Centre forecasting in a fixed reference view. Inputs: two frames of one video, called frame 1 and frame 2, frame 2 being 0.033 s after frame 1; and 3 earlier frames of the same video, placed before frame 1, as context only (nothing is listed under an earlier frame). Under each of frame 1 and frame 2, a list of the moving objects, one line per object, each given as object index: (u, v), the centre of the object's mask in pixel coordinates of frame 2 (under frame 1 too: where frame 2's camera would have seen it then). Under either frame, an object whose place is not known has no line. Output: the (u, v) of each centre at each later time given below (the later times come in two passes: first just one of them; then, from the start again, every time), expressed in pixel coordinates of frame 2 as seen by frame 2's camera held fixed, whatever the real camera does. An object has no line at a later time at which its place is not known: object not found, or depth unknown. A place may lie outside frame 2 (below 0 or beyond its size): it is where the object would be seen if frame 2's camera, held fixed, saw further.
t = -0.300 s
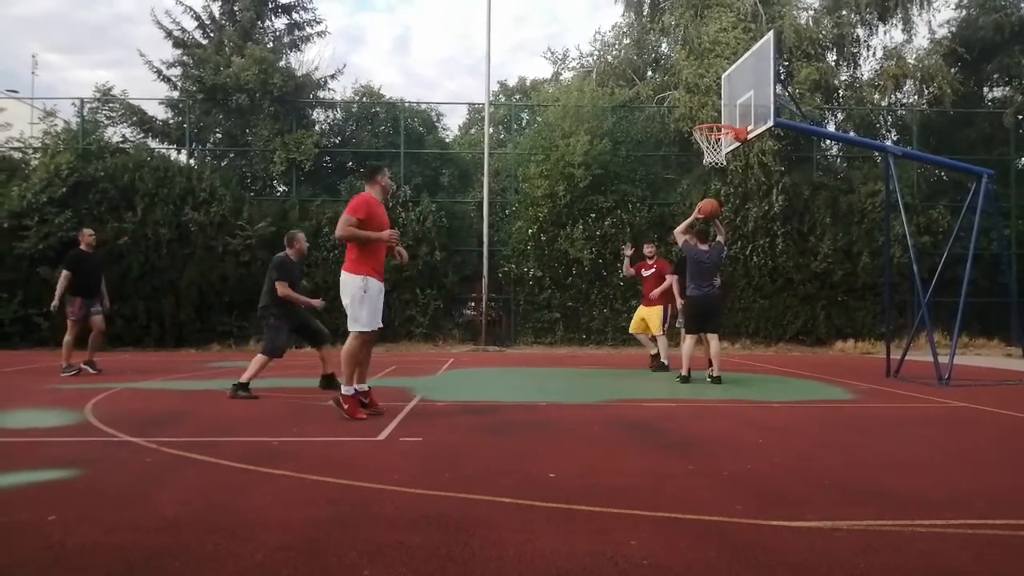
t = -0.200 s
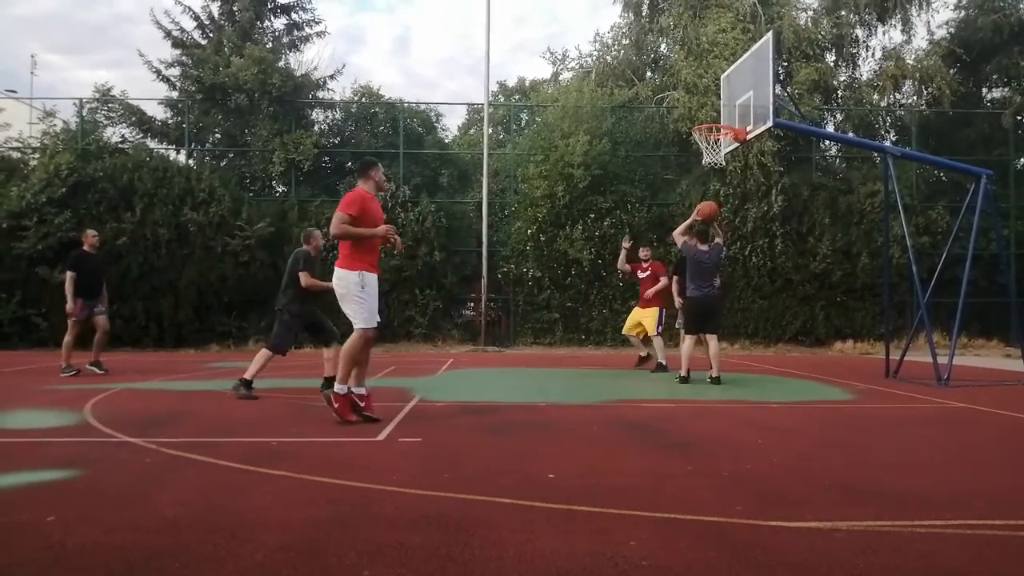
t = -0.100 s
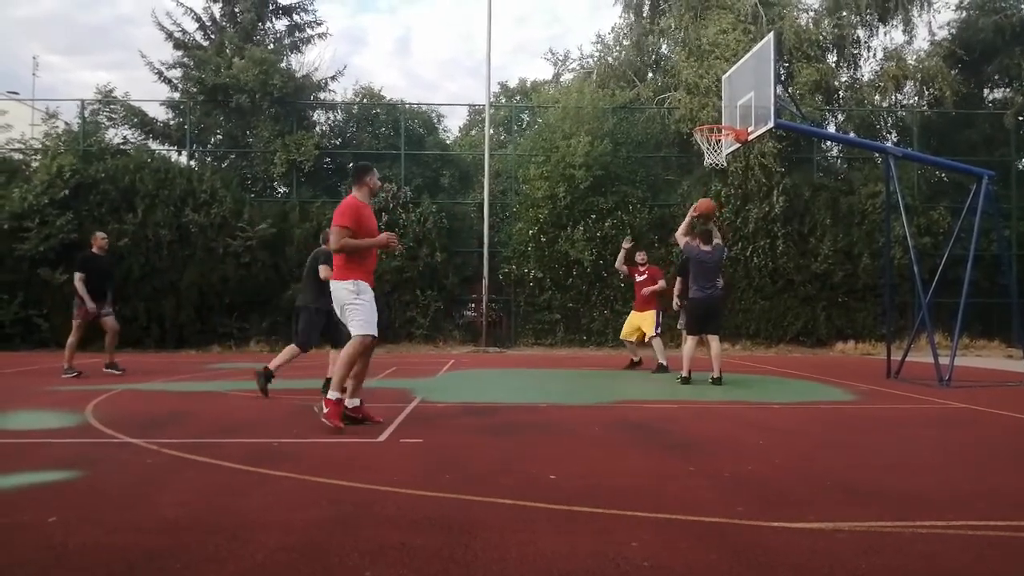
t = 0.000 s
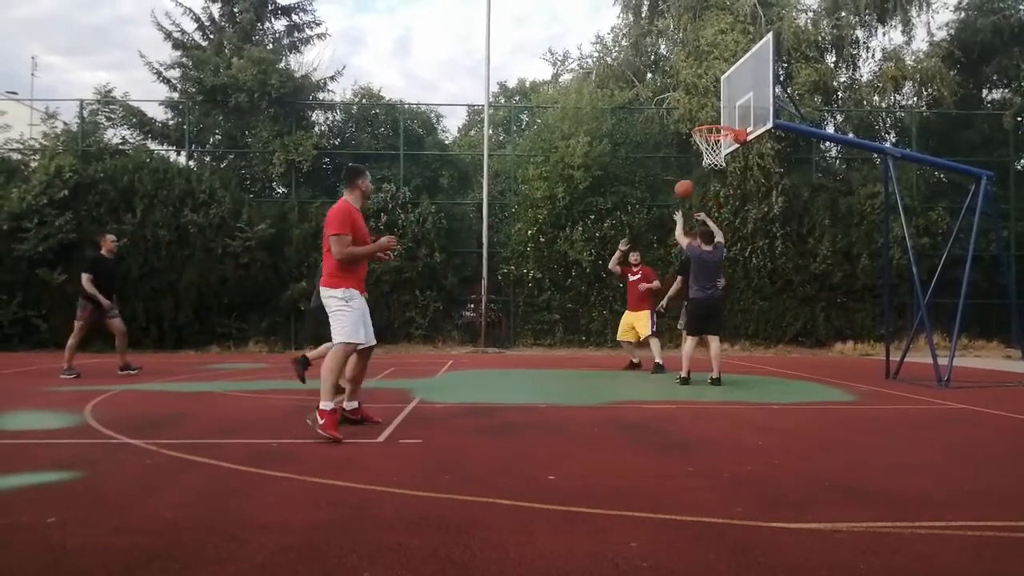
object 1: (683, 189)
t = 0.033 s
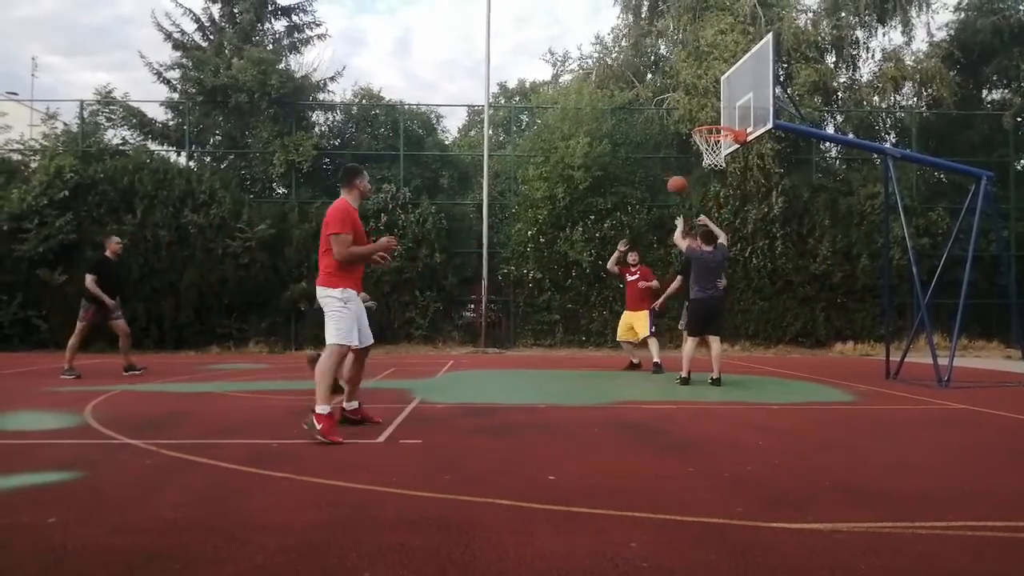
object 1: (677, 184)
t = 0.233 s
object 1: (636, 175)
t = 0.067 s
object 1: (669, 181)
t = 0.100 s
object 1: (663, 178)
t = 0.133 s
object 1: (656, 176)
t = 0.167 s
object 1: (649, 174)
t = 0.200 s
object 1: (643, 175)
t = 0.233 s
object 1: (636, 175)
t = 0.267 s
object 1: (631, 176)
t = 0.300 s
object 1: (626, 178)
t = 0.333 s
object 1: (620, 180)
